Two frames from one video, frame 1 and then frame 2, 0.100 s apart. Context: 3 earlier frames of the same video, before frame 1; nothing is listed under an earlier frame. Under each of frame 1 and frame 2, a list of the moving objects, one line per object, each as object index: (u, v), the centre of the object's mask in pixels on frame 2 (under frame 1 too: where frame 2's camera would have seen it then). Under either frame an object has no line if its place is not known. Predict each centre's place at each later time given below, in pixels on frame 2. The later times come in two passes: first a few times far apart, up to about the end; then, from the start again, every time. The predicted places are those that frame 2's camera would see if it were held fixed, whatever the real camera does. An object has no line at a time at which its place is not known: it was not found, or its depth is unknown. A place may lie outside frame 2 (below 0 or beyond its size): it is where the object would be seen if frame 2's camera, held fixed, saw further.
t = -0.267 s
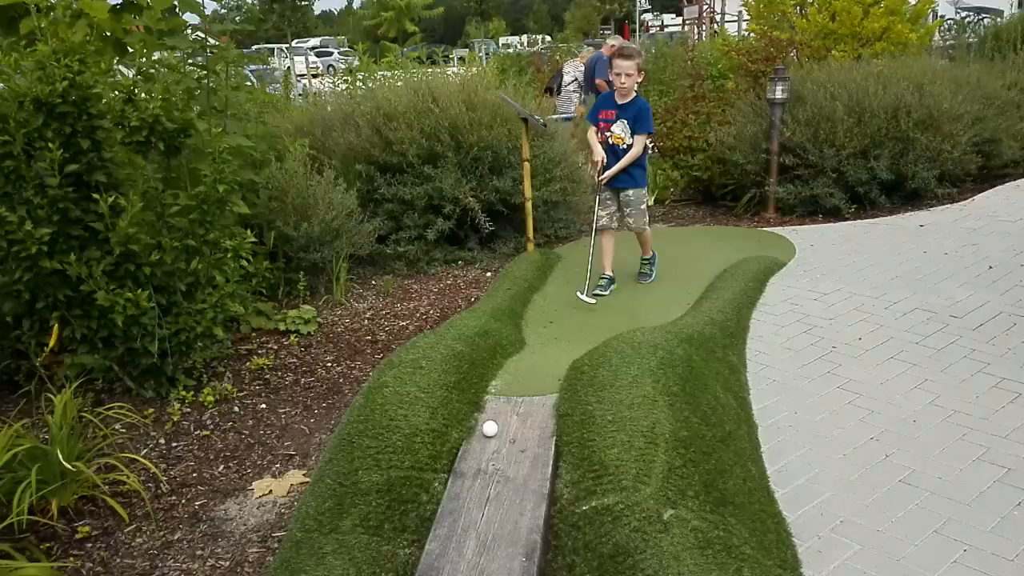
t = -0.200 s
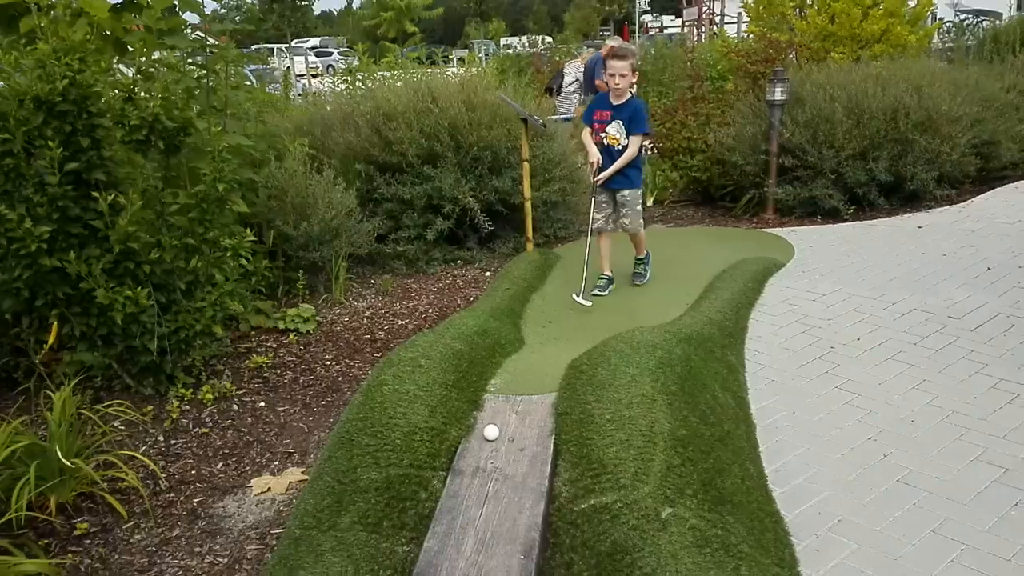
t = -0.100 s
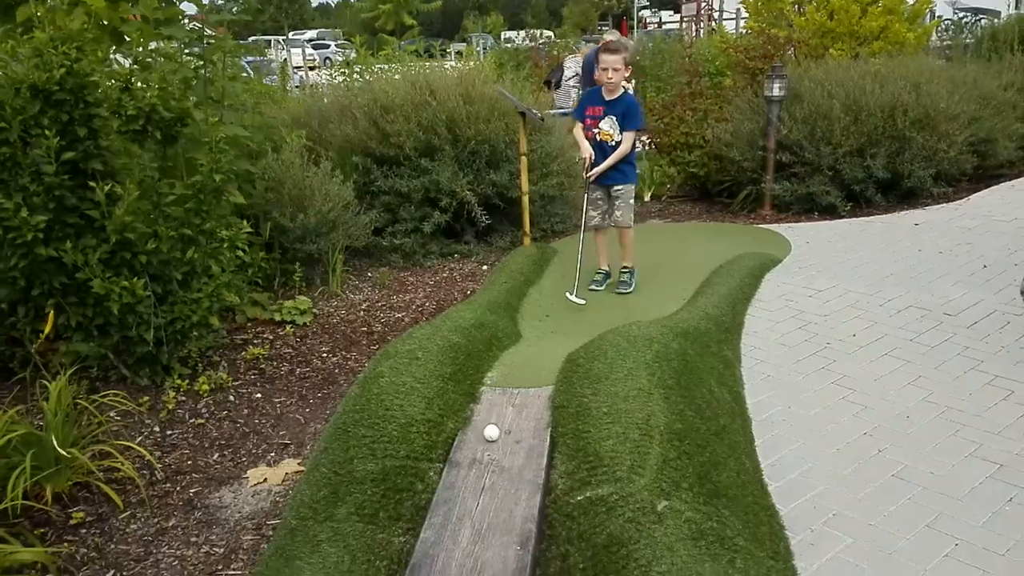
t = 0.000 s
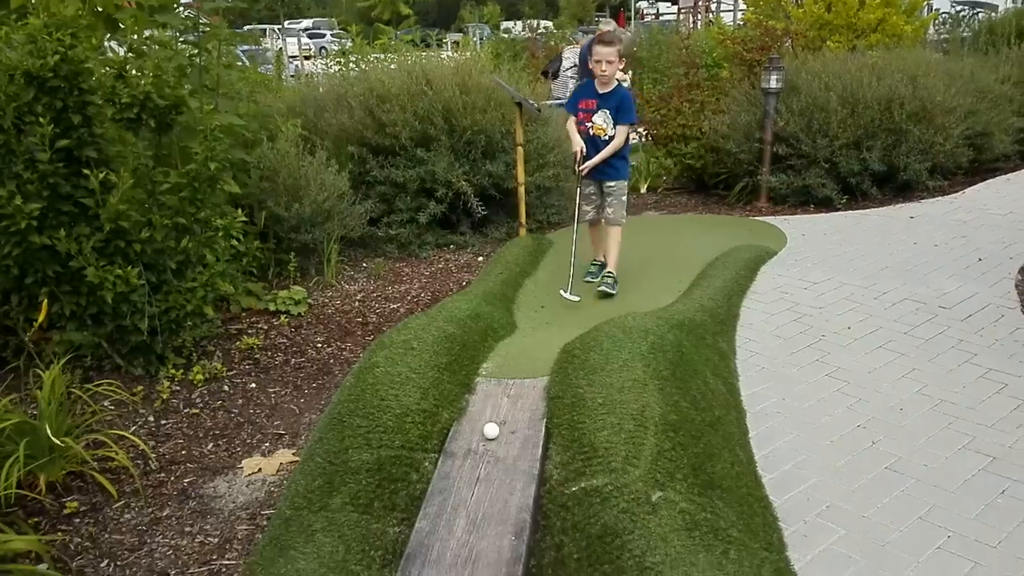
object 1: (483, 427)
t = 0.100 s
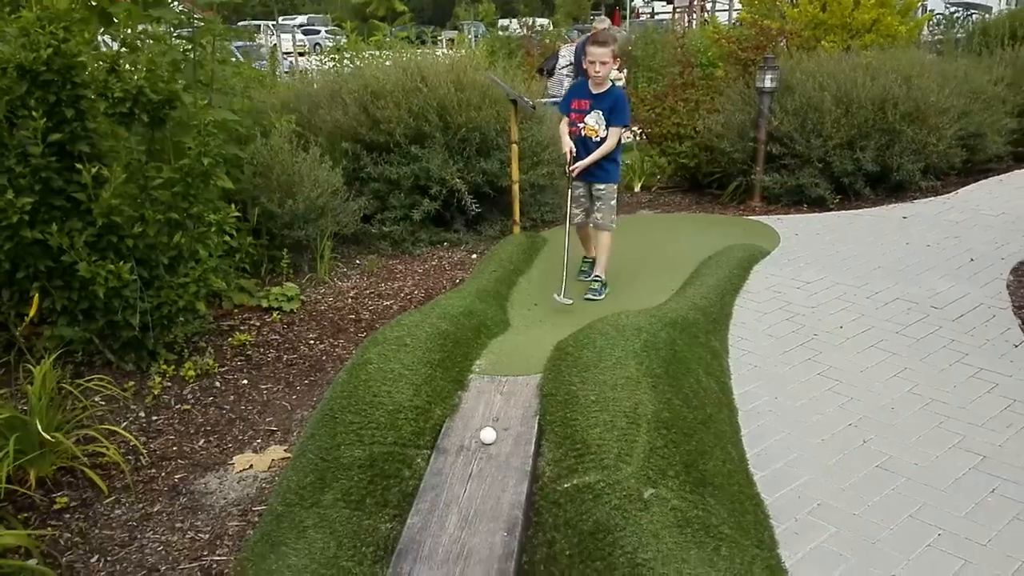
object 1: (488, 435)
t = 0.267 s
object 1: (494, 448)
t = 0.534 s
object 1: (498, 470)
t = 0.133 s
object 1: (489, 438)
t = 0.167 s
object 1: (490, 440)
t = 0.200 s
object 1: (492, 443)
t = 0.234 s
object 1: (493, 445)
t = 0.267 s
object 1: (494, 448)
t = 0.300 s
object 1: (496, 451)
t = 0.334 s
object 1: (497, 454)
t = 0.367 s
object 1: (498, 456)
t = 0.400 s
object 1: (498, 459)
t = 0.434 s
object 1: (498, 462)
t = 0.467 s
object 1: (499, 465)
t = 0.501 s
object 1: (499, 467)
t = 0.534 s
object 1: (498, 470)
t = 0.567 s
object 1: (497, 473)
